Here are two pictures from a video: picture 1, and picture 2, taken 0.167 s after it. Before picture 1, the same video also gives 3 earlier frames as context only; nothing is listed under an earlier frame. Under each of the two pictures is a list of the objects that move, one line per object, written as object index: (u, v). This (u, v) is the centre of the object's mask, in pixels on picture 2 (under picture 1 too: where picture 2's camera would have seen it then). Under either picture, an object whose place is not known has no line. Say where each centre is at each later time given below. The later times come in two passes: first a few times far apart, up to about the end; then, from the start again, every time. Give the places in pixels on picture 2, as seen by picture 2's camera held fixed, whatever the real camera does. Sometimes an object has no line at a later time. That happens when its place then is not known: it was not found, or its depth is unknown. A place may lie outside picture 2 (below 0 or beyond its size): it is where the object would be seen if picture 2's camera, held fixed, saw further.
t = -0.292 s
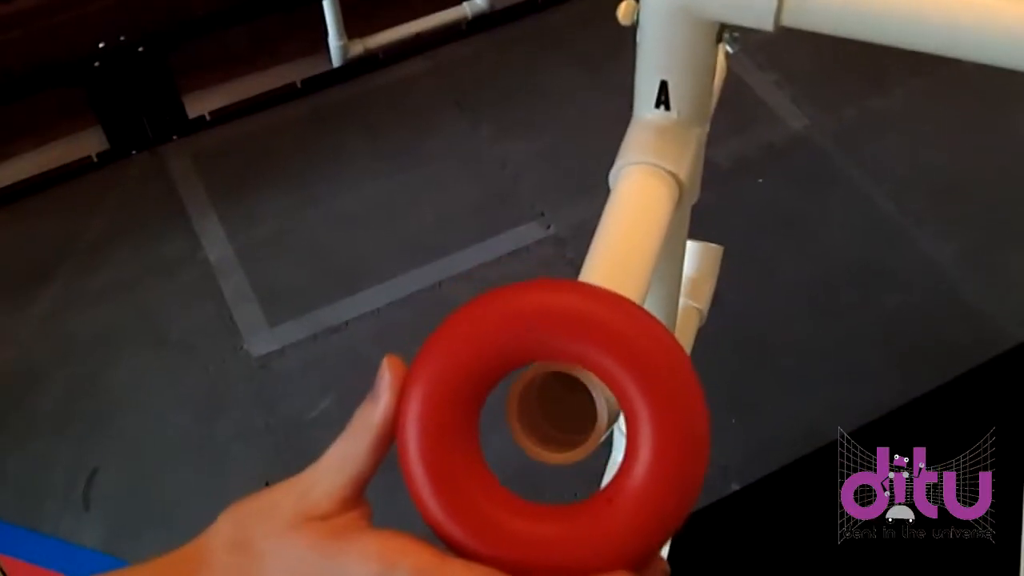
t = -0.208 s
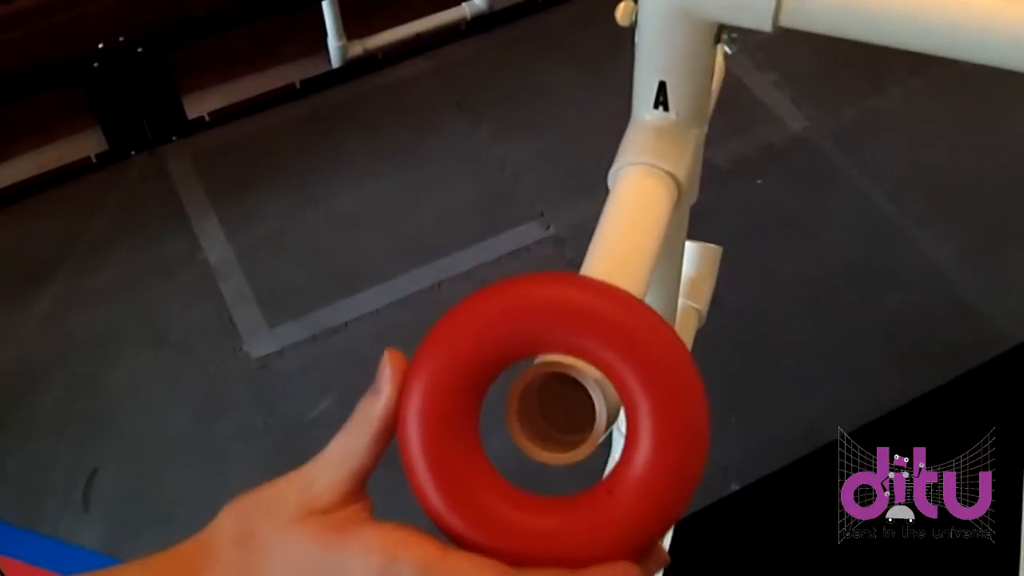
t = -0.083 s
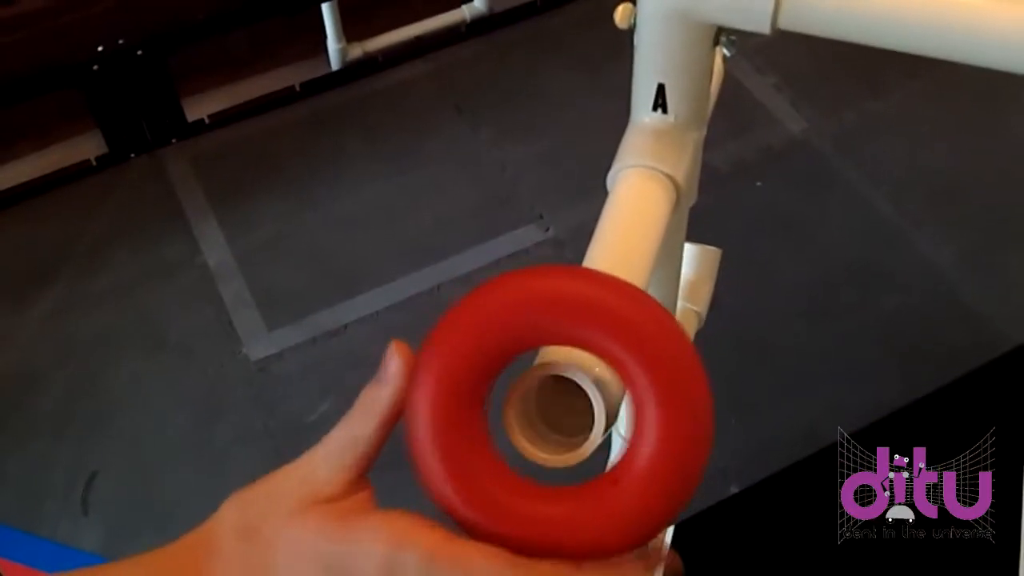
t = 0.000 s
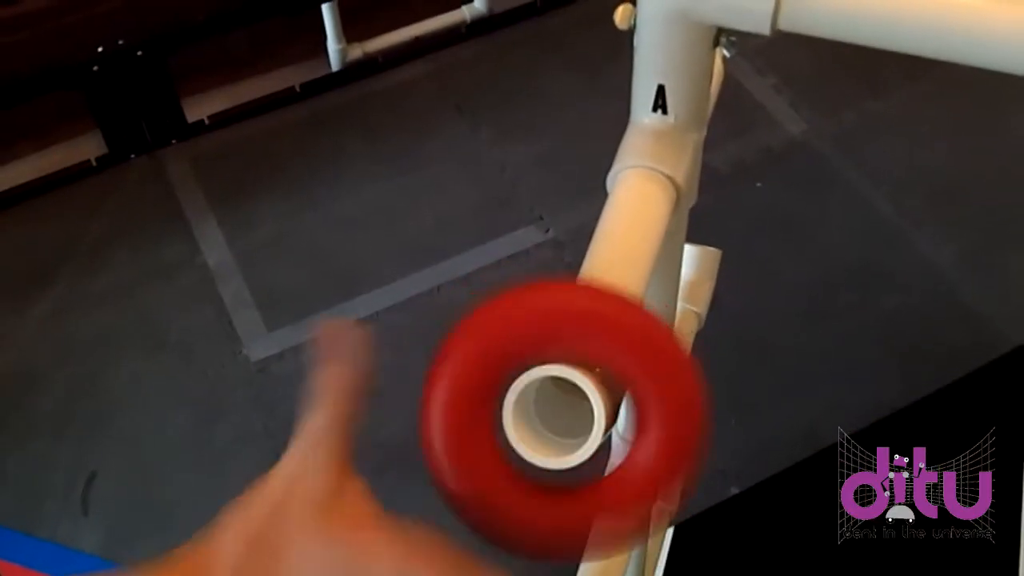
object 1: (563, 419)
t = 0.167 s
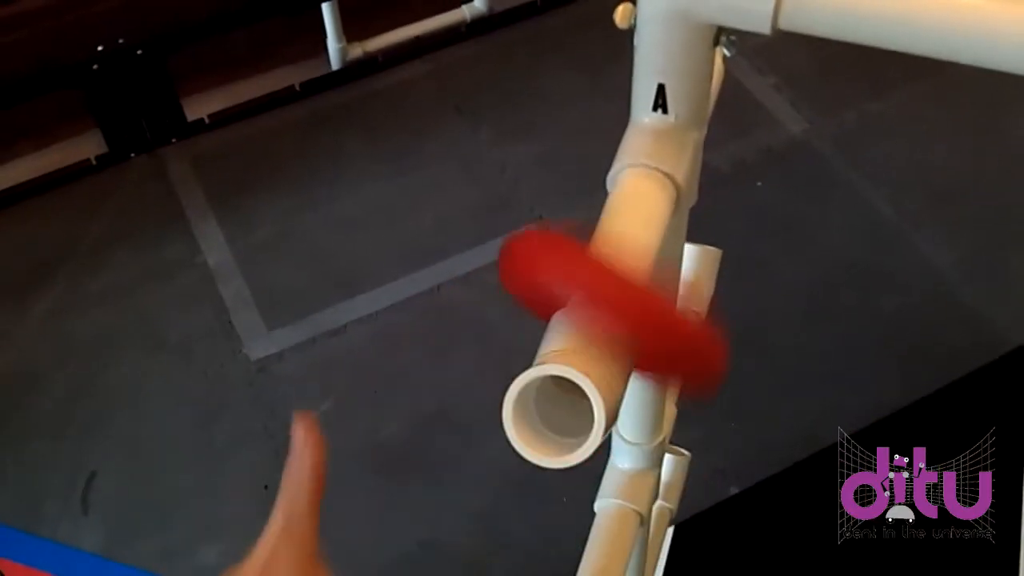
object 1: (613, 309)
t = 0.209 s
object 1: (614, 285)
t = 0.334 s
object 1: (635, 221)
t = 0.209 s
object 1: (614, 285)
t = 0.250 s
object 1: (629, 256)
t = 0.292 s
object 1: (633, 230)
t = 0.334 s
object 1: (635, 221)
